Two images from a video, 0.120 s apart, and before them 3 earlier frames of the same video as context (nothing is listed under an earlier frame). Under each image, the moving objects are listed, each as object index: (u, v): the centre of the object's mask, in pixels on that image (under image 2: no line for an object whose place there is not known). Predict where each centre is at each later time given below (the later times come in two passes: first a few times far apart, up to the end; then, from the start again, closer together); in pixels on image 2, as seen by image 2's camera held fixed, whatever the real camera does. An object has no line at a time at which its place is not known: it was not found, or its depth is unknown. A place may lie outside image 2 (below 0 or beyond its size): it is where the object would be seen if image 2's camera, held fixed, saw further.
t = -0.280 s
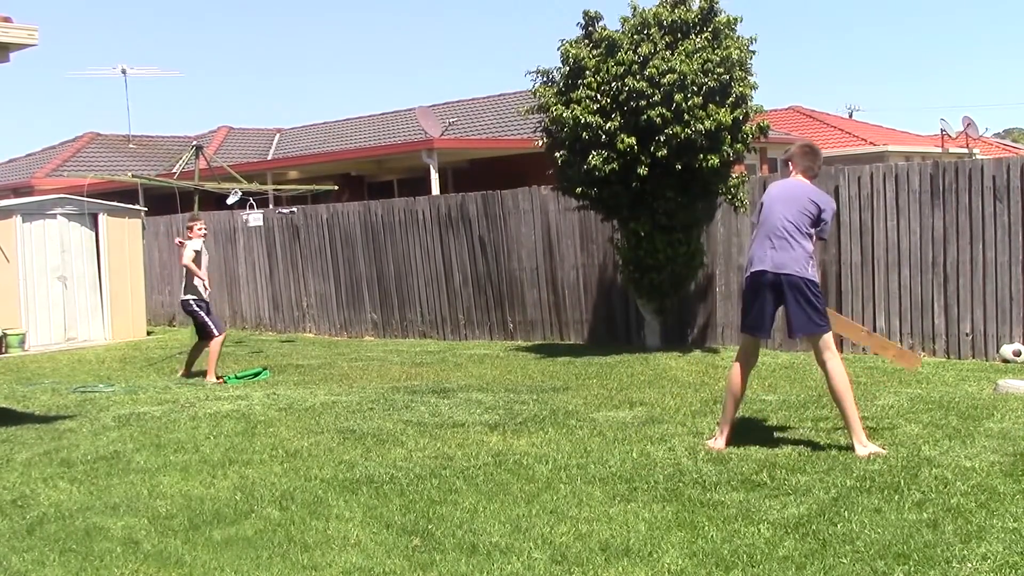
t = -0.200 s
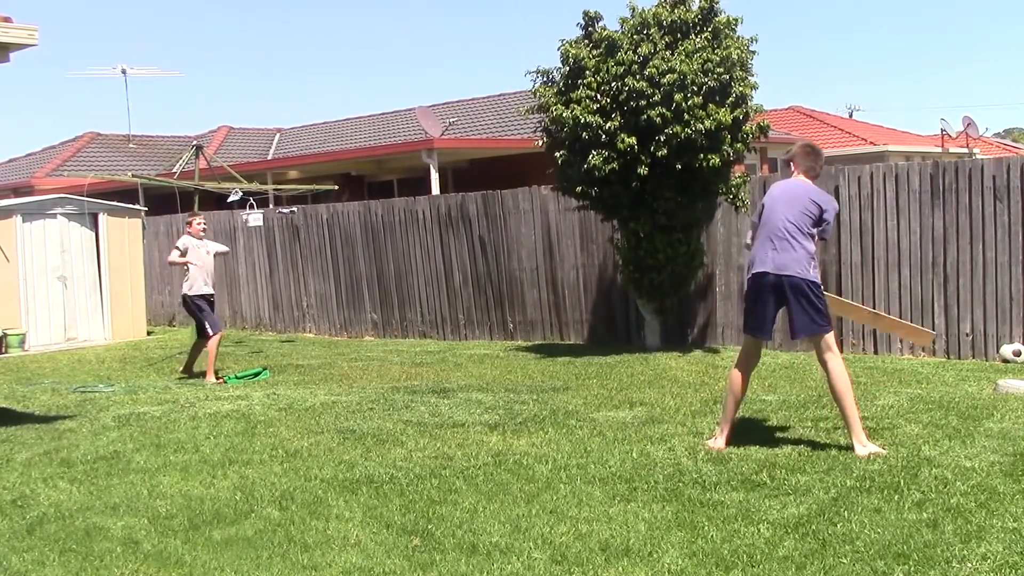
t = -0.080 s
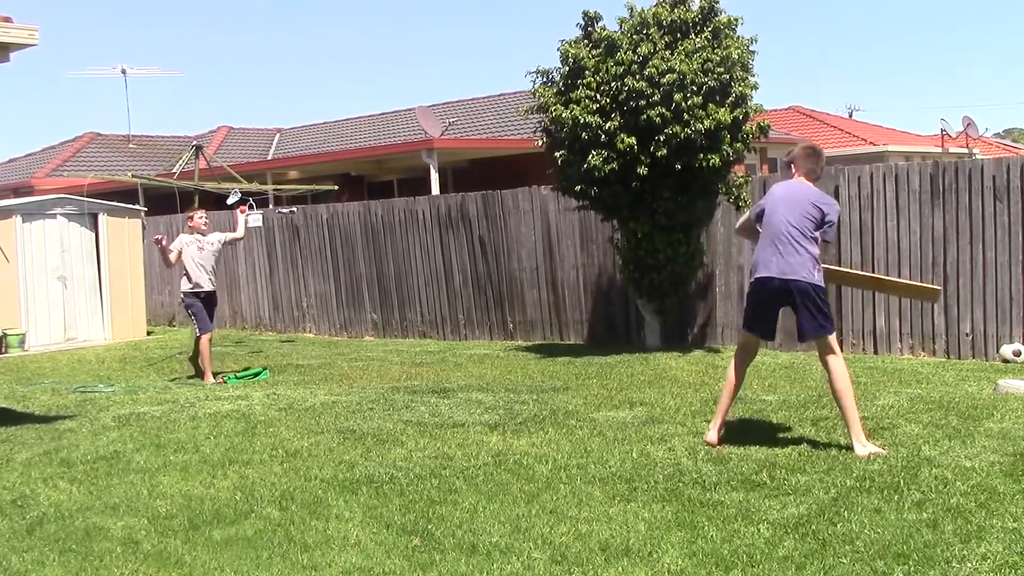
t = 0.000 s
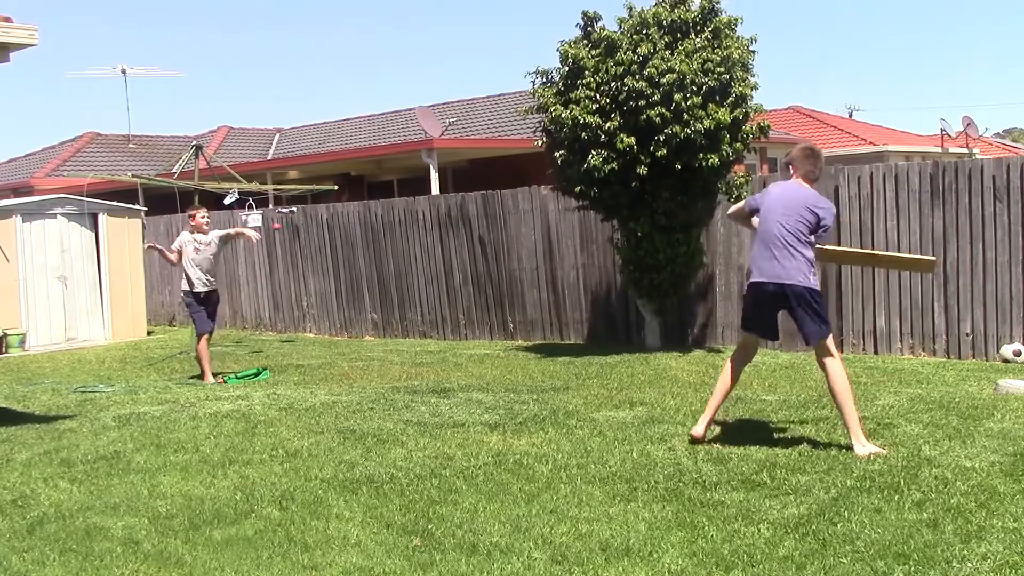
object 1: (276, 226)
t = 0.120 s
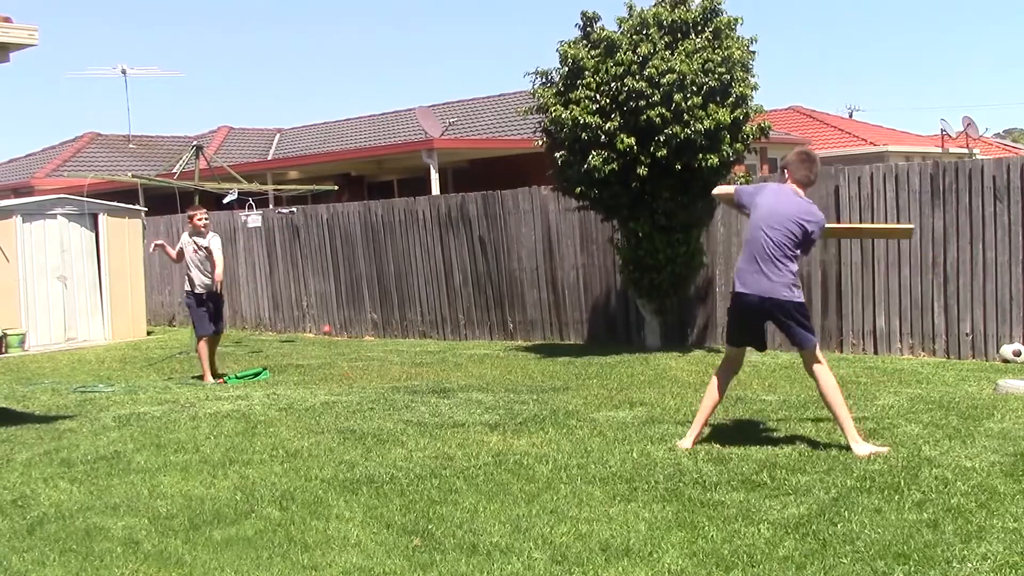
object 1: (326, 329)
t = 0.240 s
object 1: (387, 421)
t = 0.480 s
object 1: (490, 401)
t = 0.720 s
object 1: (638, 489)
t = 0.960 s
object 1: (776, 466)
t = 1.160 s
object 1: (938, 570)
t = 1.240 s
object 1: (998, 560)
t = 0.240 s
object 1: (387, 421)
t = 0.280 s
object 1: (400, 410)
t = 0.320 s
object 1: (417, 403)
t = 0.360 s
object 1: (433, 398)
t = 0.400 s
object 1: (450, 396)
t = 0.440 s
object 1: (470, 397)
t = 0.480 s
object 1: (490, 401)
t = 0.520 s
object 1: (511, 408)
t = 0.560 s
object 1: (535, 420)
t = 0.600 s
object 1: (559, 434)
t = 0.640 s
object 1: (585, 454)
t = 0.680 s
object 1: (612, 478)
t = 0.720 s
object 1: (638, 489)
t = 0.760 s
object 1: (658, 477)
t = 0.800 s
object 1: (679, 467)
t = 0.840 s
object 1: (701, 461)
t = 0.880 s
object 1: (724, 459)
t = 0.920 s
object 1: (750, 461)
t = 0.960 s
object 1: (776, 466)
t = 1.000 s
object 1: (804, 477)
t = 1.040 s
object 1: (835, 493)
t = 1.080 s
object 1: (867, 513)
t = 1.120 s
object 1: (902, 541)
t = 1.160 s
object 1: (938, 570)
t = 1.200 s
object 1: (968, 567)
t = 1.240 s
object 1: (998, 560)
